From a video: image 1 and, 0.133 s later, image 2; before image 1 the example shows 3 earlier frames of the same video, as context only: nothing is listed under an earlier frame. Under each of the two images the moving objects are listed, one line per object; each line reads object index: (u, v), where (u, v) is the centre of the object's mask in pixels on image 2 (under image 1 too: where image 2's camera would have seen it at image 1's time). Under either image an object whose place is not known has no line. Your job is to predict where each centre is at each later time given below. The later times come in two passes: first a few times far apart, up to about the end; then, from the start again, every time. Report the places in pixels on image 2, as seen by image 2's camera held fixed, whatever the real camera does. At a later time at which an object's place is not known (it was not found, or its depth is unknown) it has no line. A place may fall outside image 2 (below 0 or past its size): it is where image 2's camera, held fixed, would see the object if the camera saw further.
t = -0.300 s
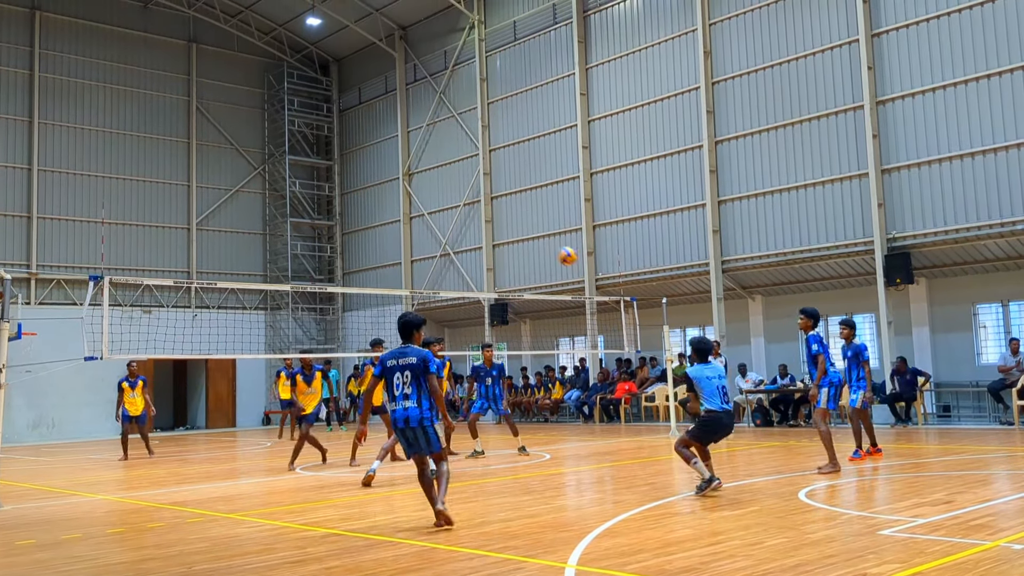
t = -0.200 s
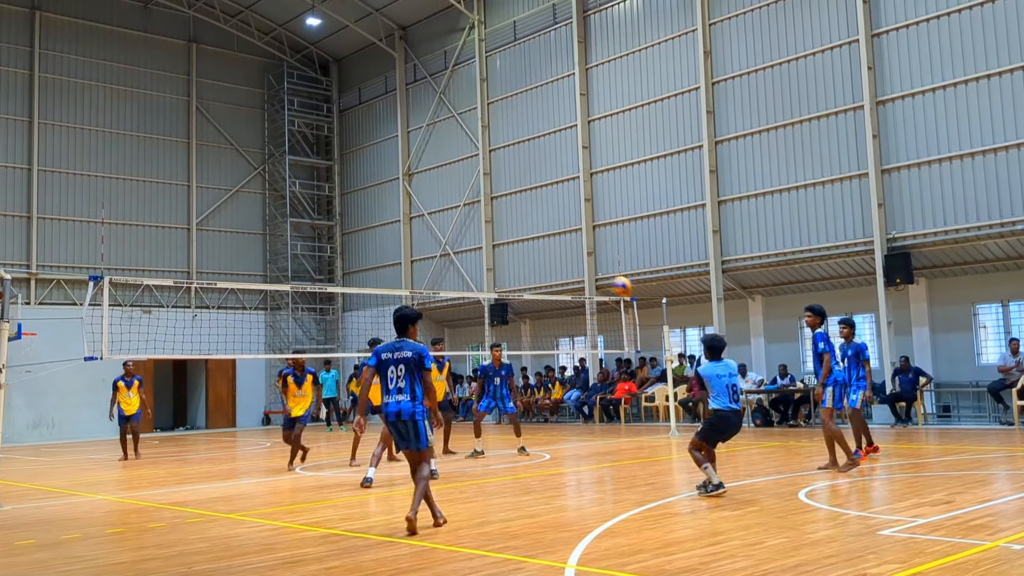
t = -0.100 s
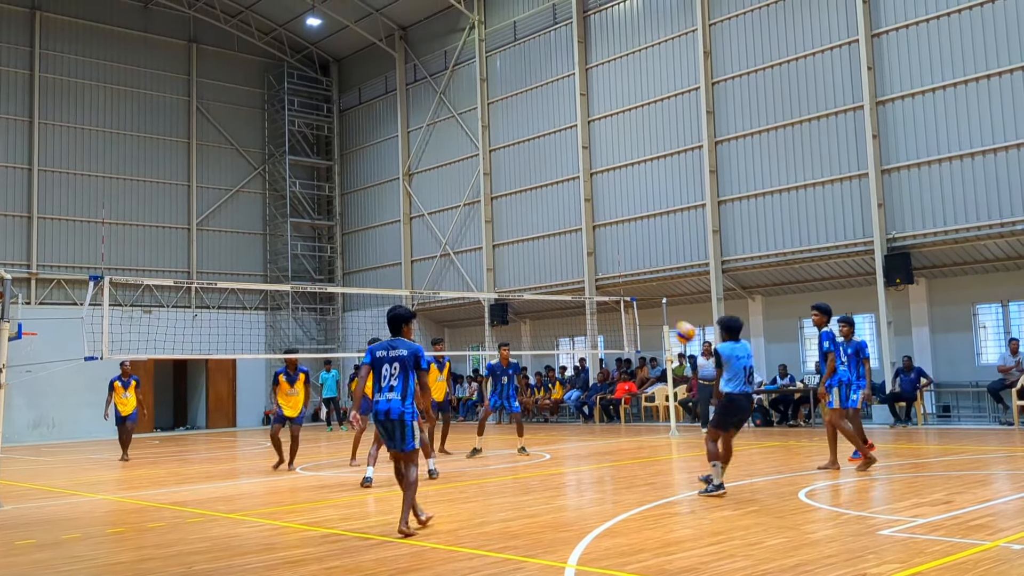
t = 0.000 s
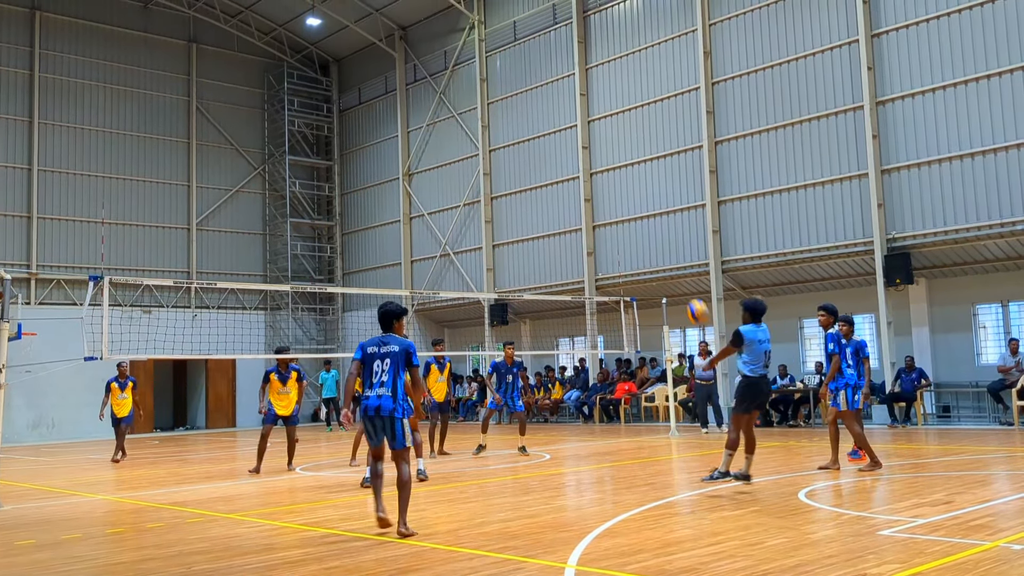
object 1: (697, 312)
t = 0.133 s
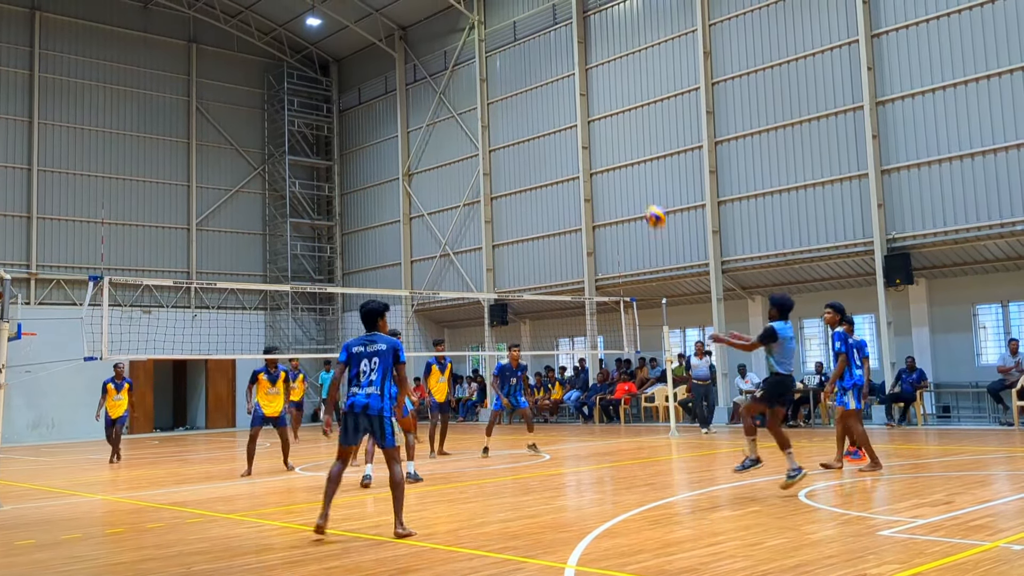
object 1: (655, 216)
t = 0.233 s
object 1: (628, 162)
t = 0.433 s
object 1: (580, 92)
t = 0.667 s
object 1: (535, 58)
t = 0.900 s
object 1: (496, 70)
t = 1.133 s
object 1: (462, 120)
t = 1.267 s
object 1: (446, 165)
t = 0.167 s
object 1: (646, 197)
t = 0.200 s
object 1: (637, 179)
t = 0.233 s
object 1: (628, 162)
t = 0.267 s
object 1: (620, 147)
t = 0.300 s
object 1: (611, 134)
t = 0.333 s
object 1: (603, 121)
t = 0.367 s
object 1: (595, 110)
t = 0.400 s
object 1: (588, 100)
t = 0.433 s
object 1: (580, 92)
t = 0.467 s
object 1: (573, 83)
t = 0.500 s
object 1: (566, 77)
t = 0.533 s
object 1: (560, 71)
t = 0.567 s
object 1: (554, 67)
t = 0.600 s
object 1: (547, 63)
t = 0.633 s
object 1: (541, 60)
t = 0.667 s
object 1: (535, 58)
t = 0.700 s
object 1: (529, 57)
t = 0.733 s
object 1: (524, 58)
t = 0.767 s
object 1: (518, 58)
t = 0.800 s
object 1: (512, 60)
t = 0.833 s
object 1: (506, 62)
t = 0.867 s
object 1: (501, 66)
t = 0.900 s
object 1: (496, 70)
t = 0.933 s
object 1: (491, 75)
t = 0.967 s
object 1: (486, 80)
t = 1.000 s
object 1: (481, 87)
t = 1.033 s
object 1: (477, 94)
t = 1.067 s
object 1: (472, 102)
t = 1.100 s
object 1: (468, 111)
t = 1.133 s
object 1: (462, 120)
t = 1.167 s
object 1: (458, 130)
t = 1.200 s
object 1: (454, 141)
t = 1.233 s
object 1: (450, 152)
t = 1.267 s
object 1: (446, 165)
